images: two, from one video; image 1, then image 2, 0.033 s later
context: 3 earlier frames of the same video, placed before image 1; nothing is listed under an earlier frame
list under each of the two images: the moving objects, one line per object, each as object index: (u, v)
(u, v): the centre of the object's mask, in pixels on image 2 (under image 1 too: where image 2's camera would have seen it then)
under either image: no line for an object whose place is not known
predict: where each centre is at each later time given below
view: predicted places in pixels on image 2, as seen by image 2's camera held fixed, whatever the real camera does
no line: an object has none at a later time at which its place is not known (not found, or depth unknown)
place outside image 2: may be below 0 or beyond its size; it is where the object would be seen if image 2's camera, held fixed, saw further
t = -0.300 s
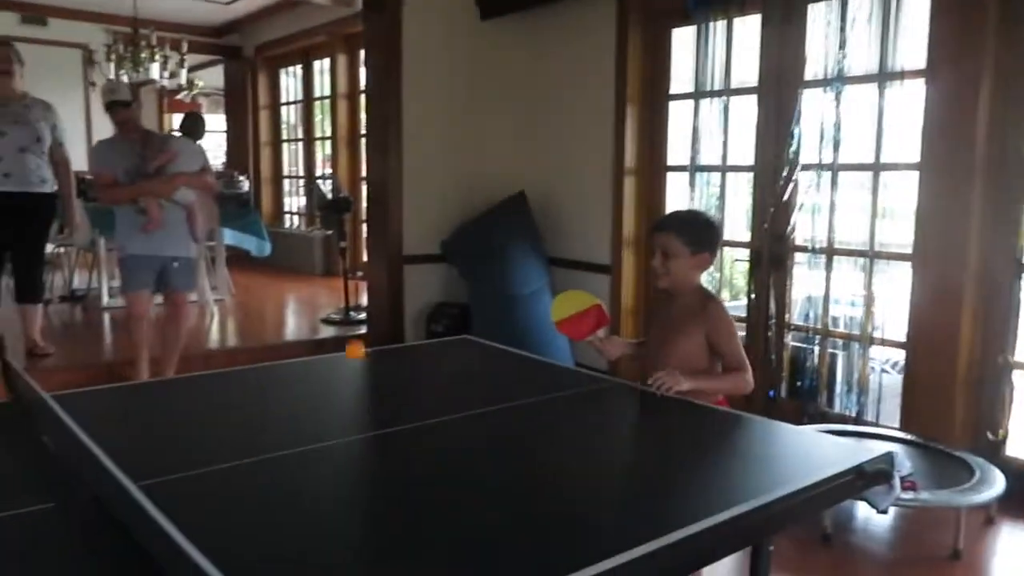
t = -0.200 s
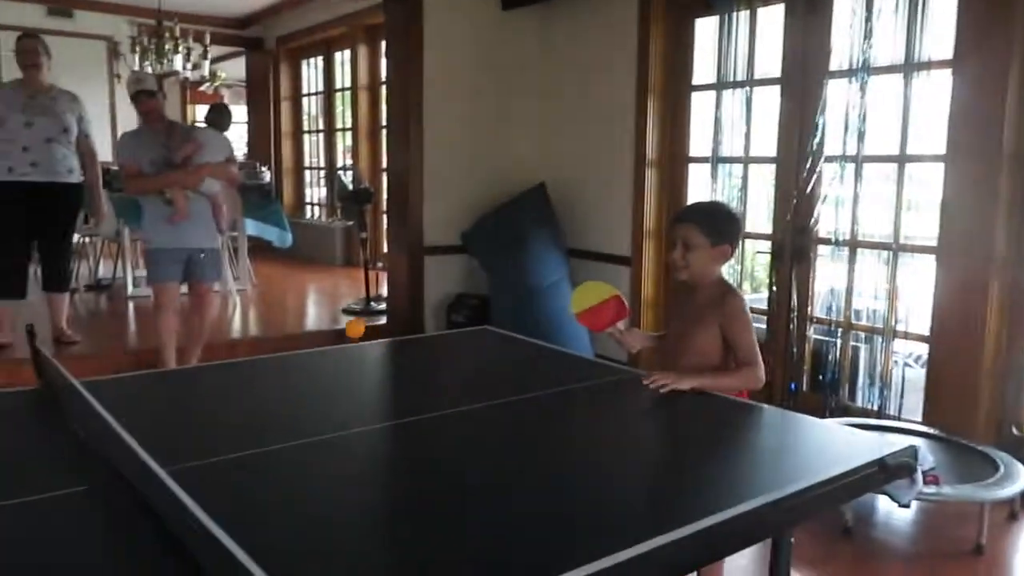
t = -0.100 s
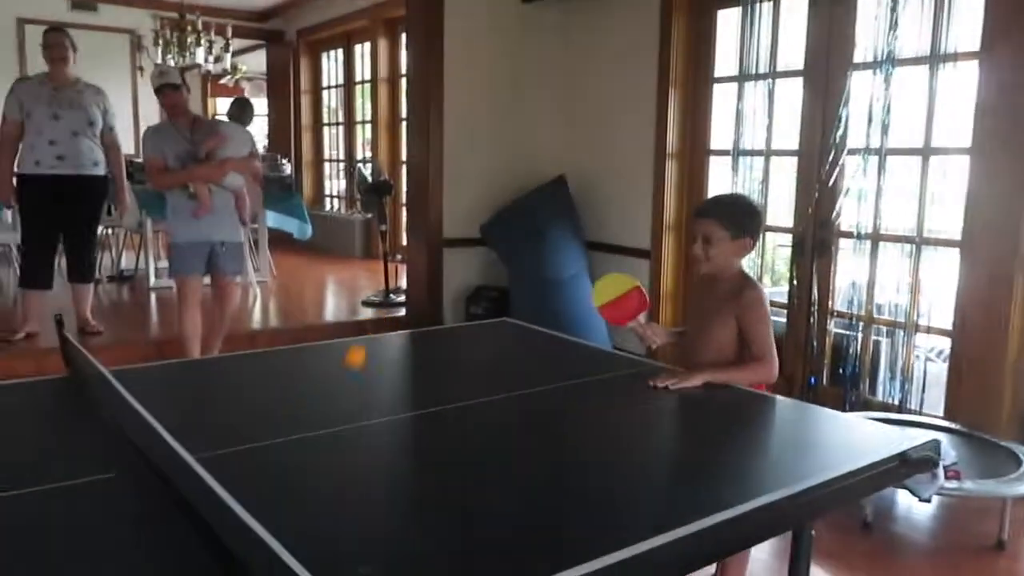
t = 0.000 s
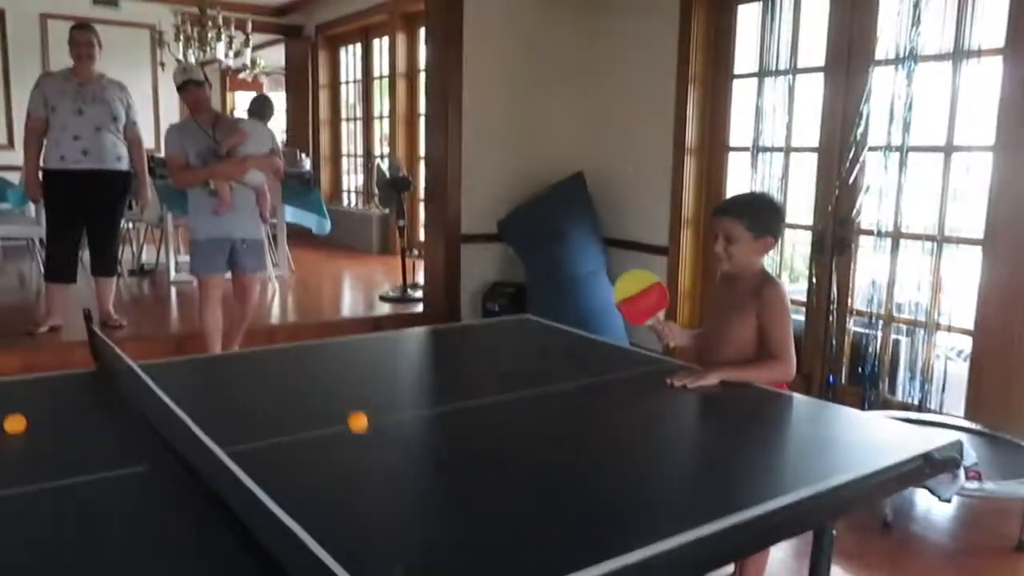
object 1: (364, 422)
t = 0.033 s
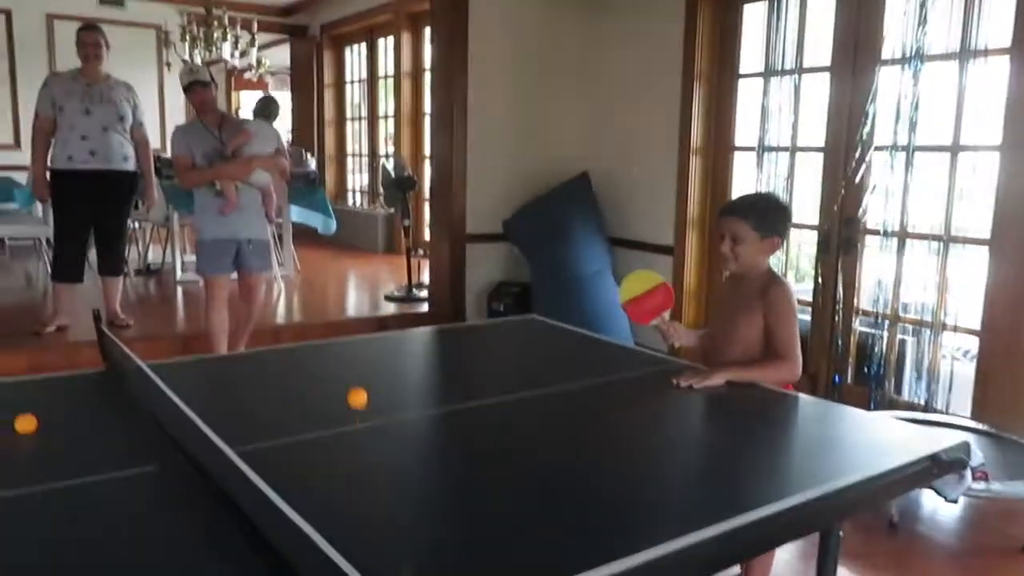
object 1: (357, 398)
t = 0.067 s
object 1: (350, 380)
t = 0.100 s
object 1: (344, 366)
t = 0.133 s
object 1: (338, 358)
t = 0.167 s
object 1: (332, 354)
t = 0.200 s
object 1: (326, 356)
